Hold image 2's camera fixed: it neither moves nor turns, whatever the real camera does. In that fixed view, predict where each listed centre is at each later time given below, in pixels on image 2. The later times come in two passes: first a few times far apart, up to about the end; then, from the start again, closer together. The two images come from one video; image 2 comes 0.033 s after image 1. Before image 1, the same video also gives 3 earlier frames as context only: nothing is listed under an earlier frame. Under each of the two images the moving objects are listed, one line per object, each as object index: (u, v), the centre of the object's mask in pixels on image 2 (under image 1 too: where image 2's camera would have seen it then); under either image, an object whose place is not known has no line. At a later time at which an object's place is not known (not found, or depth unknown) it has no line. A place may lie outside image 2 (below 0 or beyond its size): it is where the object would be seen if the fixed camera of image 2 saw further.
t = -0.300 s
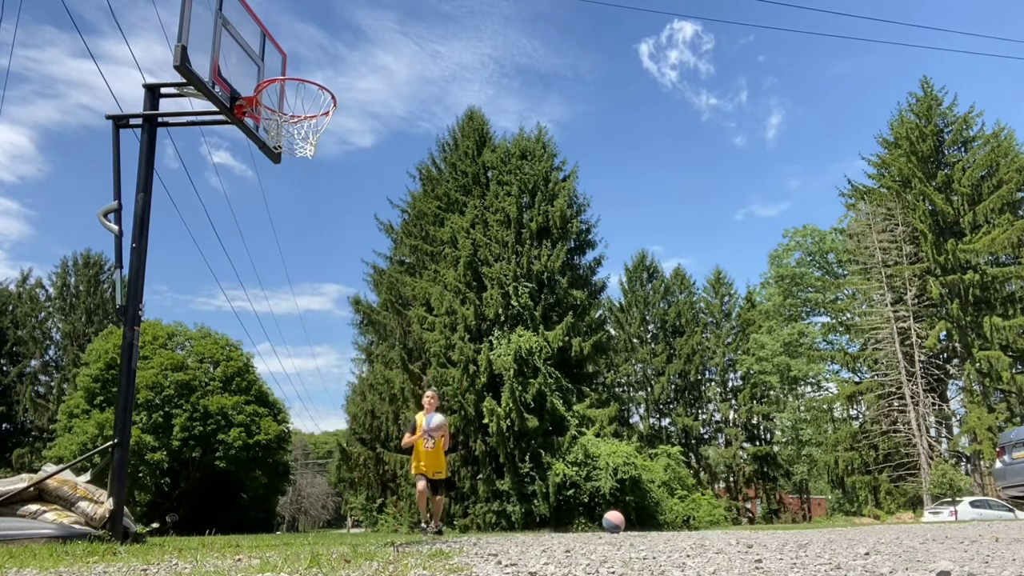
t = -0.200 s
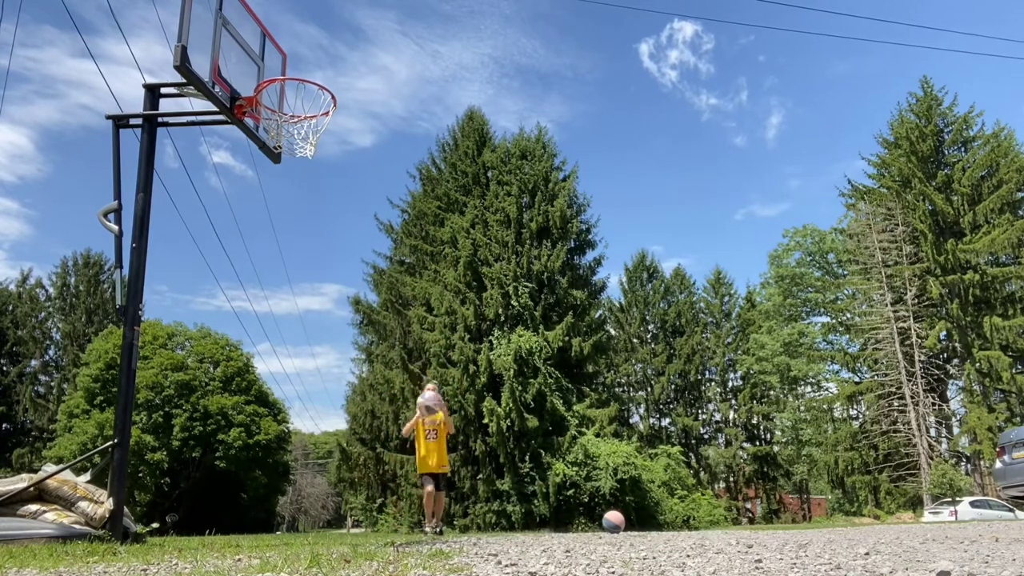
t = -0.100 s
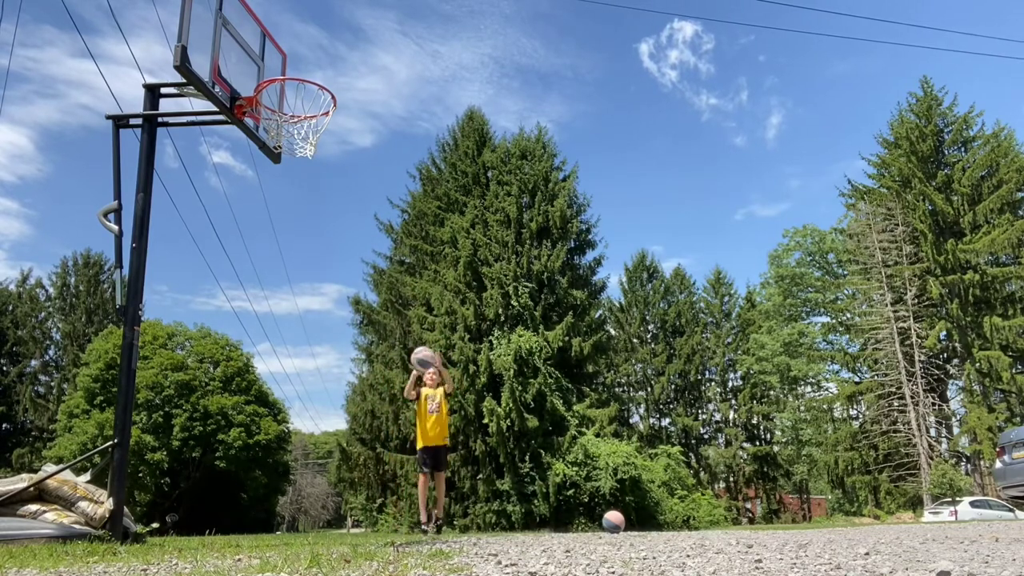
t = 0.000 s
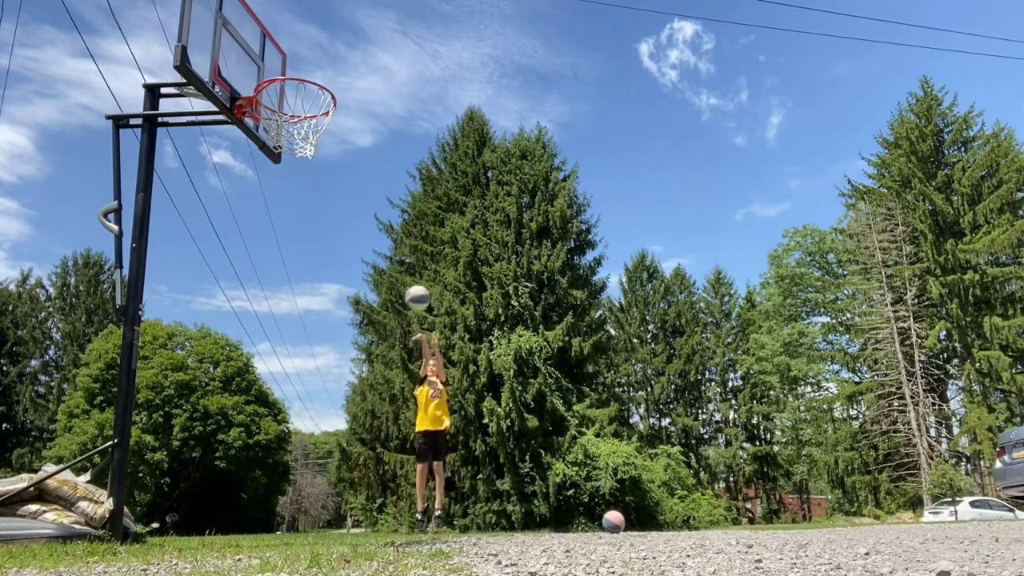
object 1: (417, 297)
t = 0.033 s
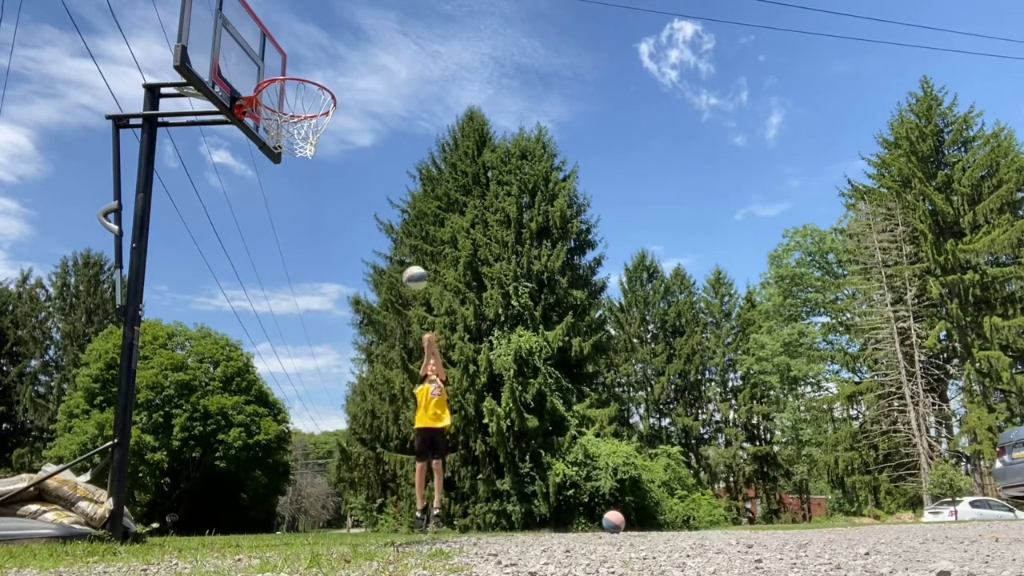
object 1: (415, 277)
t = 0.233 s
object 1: (399, 179)
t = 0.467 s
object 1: (375, 101)
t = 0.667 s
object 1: (345, 73)
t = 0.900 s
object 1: (296, 100)
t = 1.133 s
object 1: (277, 117)
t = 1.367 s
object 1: (268, 192)
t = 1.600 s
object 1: (249, 346)
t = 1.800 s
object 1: (228, 523)
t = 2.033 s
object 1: (256, 373)
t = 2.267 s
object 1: (271, 324)
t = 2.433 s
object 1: (276, 337)
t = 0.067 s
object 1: (412, 260)
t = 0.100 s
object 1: (410, 242)
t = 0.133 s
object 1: (408, 224)
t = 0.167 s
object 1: (405, 208)
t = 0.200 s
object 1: (402, 194)
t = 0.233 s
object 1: (399, 179)
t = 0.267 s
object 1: (396, 165)
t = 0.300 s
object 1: (393, 152)
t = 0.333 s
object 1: (390, 140)
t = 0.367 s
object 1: (386, 129)
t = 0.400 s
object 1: (383, 119)
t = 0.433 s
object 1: (379, 110)
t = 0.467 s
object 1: (375, 101)
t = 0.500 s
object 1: (370, 93)
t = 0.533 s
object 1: (366, 87)
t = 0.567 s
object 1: (361, 81)
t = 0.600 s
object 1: (356, 77)
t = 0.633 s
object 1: (351, 74)
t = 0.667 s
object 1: (345, 73)
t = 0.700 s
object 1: (340, 72)
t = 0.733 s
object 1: (334, 72)
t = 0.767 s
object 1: (327, 74)
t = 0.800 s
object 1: (321, 77)
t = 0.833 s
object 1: (313, 83)
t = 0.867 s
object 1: (304, 91)
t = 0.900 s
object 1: (296, 100)
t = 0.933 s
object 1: (288, 109)
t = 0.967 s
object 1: (282, 108)
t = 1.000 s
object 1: (281, 108)
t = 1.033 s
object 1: (280, 107)
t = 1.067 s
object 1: (278, 108)
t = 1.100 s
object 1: (277, 111)
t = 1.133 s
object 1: (277, 117)
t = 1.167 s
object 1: (276, 123)
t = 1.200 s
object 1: (275, 131)
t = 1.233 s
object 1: (274, 141)
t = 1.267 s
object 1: (273, 150)
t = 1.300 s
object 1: (272, 163)
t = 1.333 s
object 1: (270, 177)
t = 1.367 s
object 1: (268, 192)
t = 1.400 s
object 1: (266, 209)
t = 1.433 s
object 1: (263, 228)
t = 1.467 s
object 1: (261, 247)
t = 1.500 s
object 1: (258, 269)
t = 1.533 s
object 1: (256, 293)
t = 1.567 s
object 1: (253, 319)
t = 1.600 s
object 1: (249, 346)
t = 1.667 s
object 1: (241, 407)
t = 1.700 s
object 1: (237, 441)
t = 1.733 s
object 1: (233, 476)
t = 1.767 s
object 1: (228, 514)
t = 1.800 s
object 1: (228, 523)
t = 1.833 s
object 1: (233, 494)
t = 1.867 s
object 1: (238, 467)
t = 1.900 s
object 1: (242, 443)
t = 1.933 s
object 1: (246, 422)
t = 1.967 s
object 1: (250, 403)
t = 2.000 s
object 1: (253, 386)
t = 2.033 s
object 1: (256, 373)
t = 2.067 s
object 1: (260, 359)
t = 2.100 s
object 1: (262, 349)
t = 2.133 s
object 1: (264, 341)
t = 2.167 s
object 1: (266, 334)
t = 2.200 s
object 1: (268, 329)
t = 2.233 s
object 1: (270, 325)
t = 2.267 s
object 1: (271, 324)
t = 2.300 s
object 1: (272, 324)
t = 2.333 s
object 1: (273, 325)
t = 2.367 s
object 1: (274, 328)
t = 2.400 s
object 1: (275, 332)
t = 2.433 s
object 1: (276, 337)
